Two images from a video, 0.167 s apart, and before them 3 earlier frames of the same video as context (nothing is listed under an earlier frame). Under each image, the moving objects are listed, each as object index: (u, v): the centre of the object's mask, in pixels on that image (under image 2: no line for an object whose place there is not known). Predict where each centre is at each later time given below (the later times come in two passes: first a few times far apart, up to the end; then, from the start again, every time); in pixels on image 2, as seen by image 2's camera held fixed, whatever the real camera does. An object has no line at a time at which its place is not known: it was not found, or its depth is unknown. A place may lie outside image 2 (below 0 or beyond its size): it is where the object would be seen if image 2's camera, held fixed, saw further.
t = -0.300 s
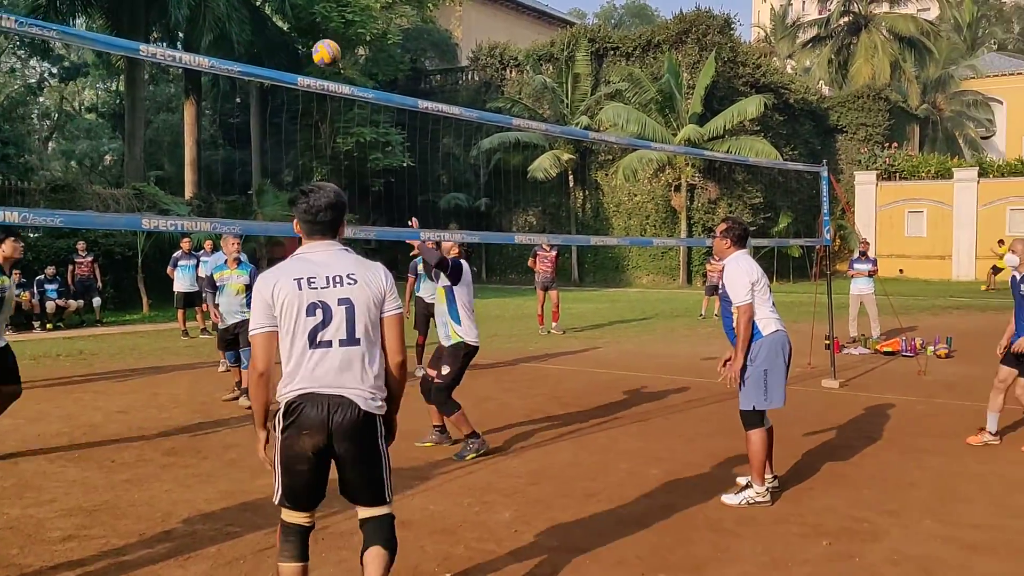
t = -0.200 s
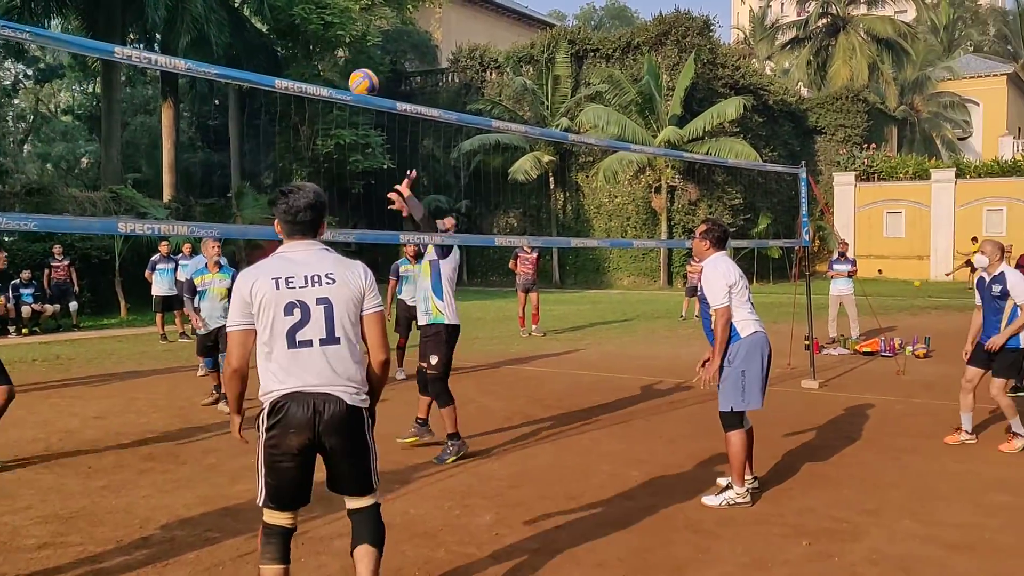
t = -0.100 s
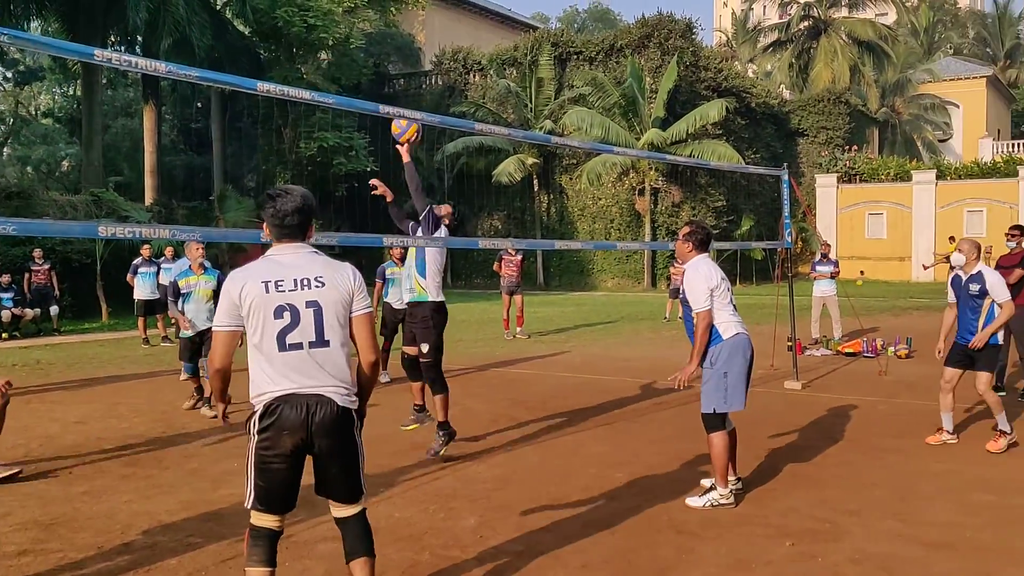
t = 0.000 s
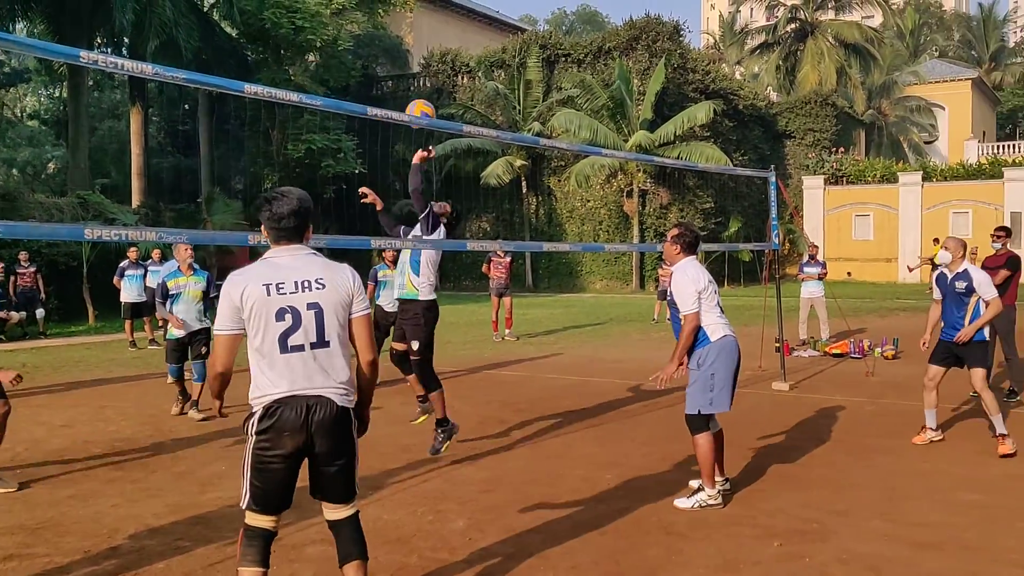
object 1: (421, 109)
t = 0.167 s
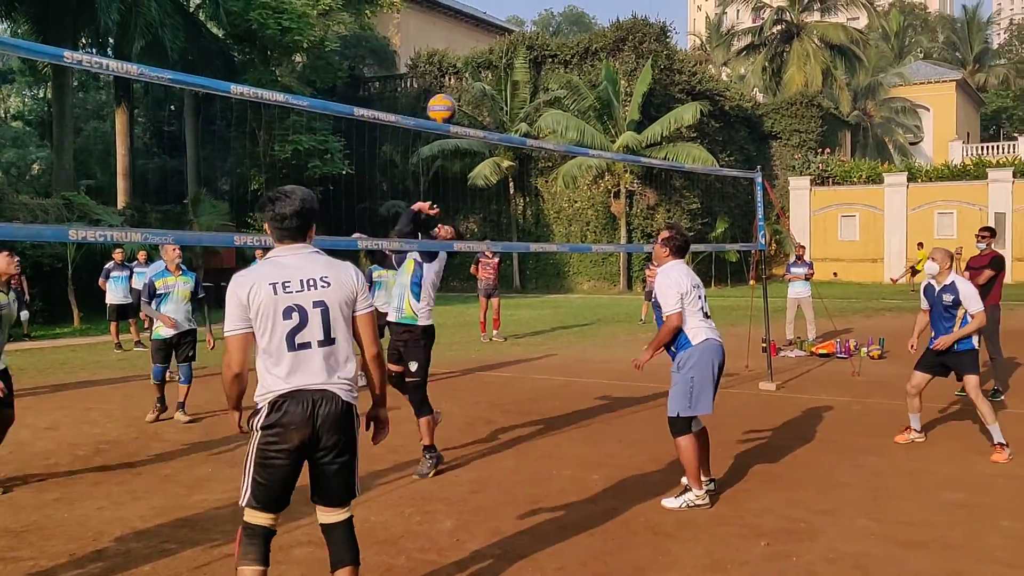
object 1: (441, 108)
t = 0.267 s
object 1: (463, 119)
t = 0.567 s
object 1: (489, 124)
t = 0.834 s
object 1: (507, 175)
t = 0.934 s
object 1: (511, 221)
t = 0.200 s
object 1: (448, 111)
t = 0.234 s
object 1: (456, 114)
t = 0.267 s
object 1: (463, 119)
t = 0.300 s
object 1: (468, 123)
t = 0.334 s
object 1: (471, 125)
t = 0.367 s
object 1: (474, 126)
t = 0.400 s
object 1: (477, 127)
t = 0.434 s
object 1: (480, 127)
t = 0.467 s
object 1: (483, 127)
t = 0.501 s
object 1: (485, 125)
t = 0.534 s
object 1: (487, 124)
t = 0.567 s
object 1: (489, 124)
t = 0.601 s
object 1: (492, 125)
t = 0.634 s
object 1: (494, 127)
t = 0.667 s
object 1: (495, 131)
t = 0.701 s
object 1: (497, 137)
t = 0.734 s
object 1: (500, 144)
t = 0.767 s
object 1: (502, 153)
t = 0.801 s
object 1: (505, 163)
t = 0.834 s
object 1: (507, 175)
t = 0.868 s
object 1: (509, 188)
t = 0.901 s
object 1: (511, 203)
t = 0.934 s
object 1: (511, 221)
